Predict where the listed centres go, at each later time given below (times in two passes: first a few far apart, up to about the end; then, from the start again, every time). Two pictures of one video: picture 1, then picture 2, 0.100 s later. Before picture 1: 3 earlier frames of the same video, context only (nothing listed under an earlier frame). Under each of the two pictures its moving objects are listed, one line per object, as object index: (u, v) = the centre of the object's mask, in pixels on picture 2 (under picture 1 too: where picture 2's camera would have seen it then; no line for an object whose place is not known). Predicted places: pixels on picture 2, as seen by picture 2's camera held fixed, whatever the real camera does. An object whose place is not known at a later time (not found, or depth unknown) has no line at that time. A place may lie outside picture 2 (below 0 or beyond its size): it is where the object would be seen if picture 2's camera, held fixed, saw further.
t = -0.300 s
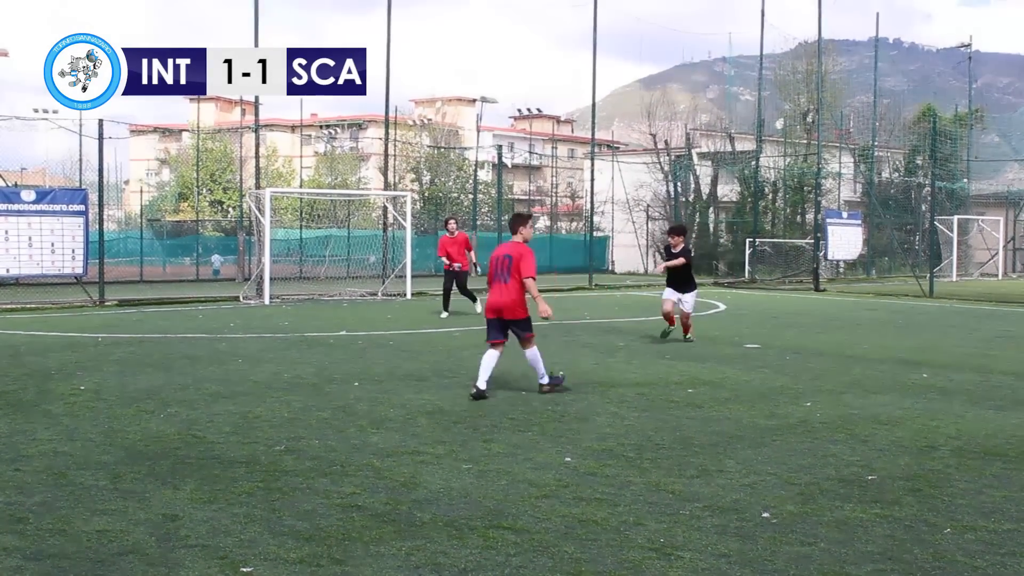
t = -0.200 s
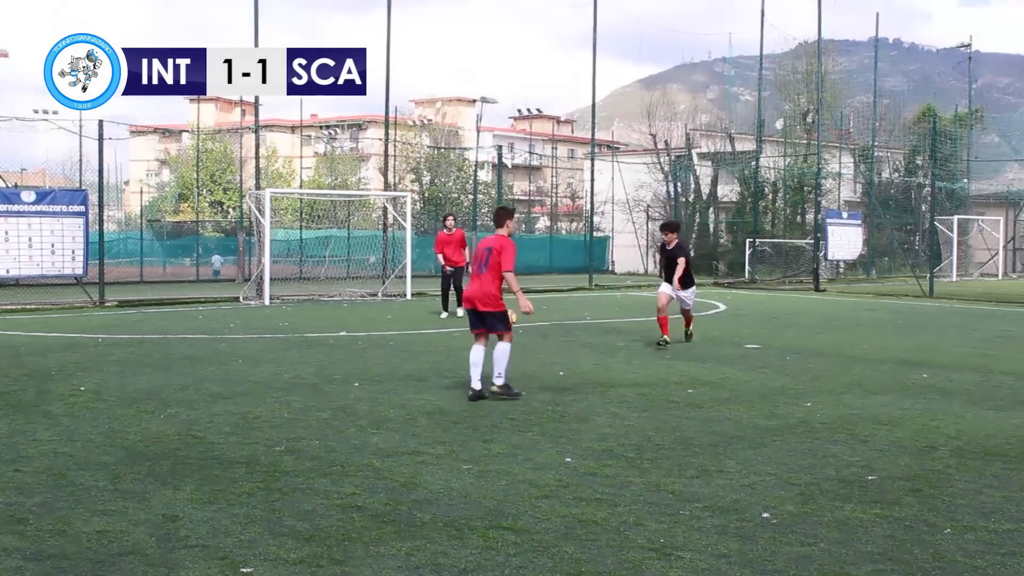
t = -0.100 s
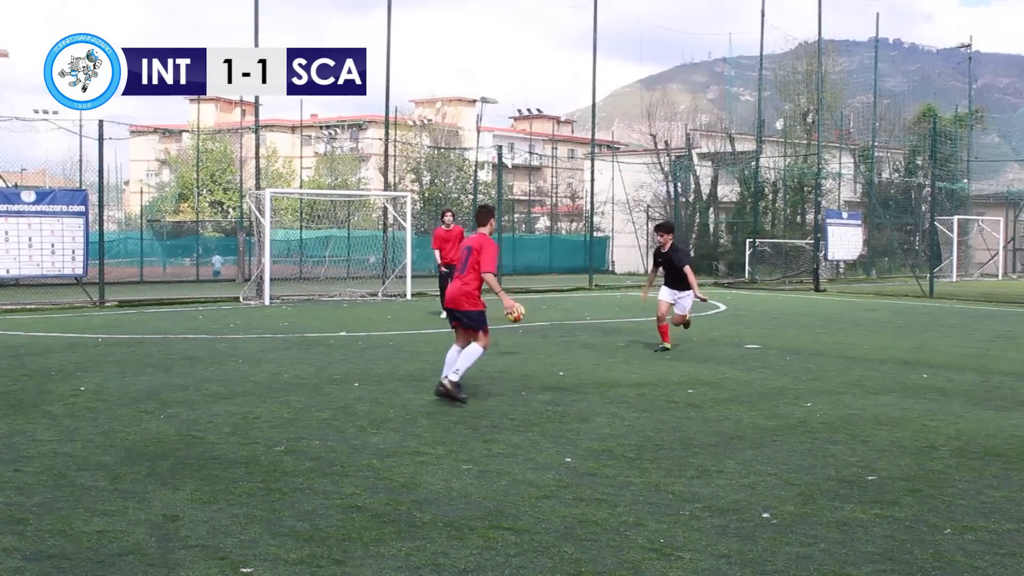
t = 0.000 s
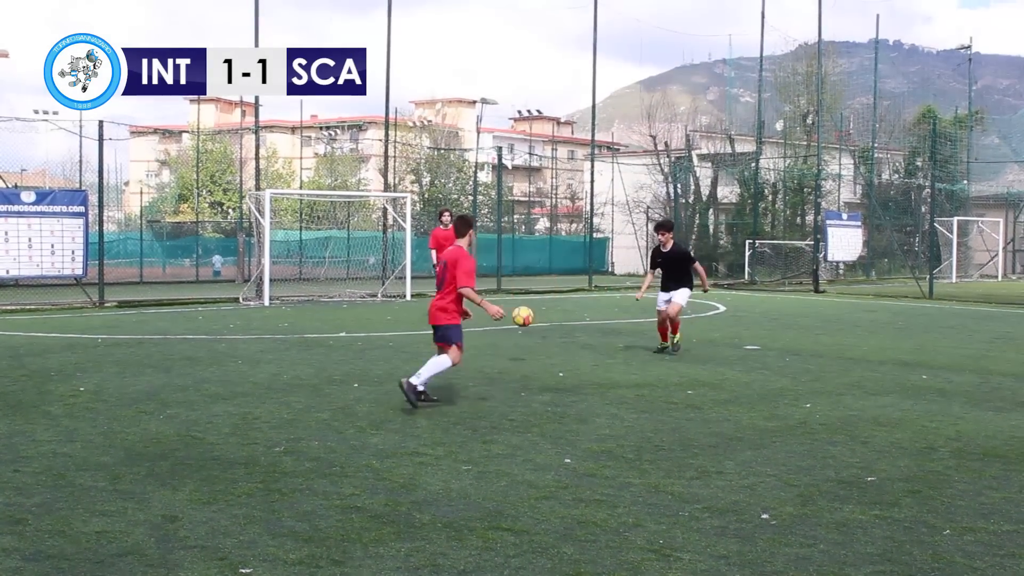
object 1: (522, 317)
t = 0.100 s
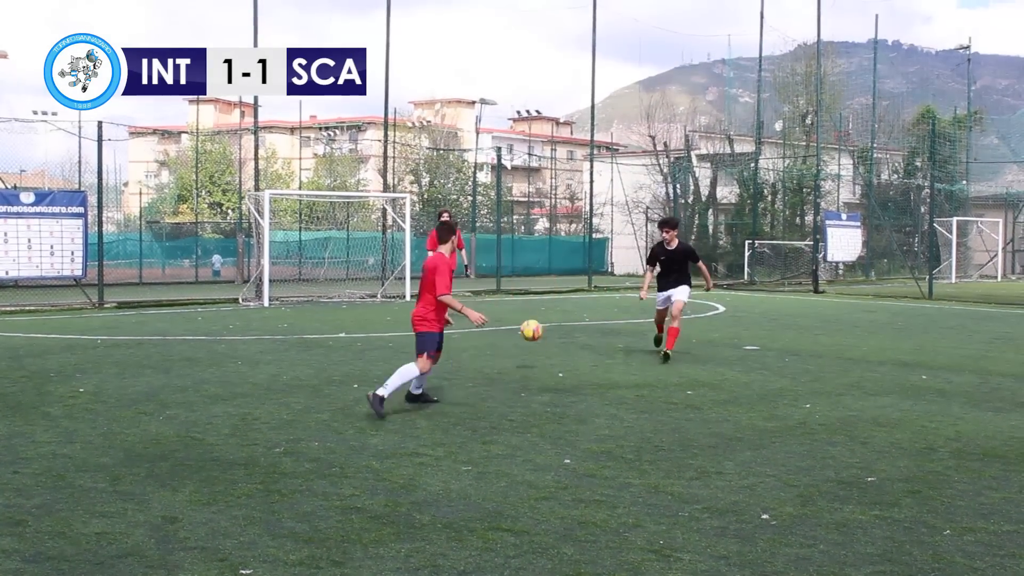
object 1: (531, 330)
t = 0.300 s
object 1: (551, 366)
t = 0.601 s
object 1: (591, 398)
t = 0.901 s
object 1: (643, 428)
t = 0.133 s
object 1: (534, 337)
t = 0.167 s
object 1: (537, 345)
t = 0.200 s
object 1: (541, 355)
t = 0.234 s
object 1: (544, 366)
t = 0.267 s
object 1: (548, 369)
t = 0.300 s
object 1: (551, 366)
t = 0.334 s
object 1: (555, 364)
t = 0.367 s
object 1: (560, 363)
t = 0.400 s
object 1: (564, 364)
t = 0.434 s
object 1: (568, 366)
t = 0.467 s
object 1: (573, 370)
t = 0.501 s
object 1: (578, 374)
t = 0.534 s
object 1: (582, 381)
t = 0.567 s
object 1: (587, 390)
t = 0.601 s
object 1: (591, 398)
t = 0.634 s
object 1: (596, 398)
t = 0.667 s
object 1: (601, 398)
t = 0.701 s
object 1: (607, 401)
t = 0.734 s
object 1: (613, 405)
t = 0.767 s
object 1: (618, 411)
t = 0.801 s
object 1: (624, 419)
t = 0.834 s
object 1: (630, 423)
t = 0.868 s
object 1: (636, 425)
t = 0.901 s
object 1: (643, 428)
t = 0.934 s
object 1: (650, 434)
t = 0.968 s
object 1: (657, 442)
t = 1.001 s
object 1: (664, 445)
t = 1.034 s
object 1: (672, 450)
